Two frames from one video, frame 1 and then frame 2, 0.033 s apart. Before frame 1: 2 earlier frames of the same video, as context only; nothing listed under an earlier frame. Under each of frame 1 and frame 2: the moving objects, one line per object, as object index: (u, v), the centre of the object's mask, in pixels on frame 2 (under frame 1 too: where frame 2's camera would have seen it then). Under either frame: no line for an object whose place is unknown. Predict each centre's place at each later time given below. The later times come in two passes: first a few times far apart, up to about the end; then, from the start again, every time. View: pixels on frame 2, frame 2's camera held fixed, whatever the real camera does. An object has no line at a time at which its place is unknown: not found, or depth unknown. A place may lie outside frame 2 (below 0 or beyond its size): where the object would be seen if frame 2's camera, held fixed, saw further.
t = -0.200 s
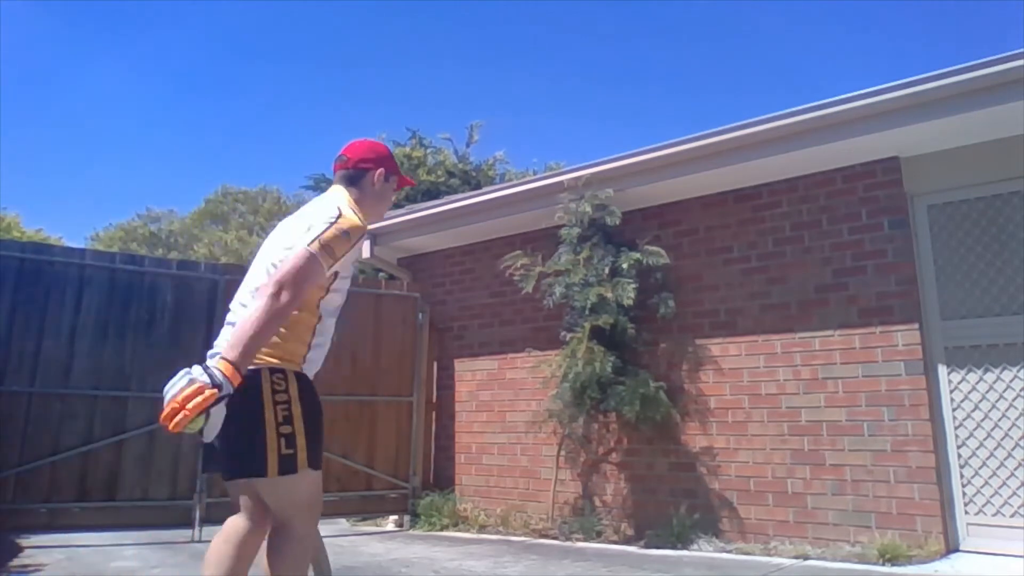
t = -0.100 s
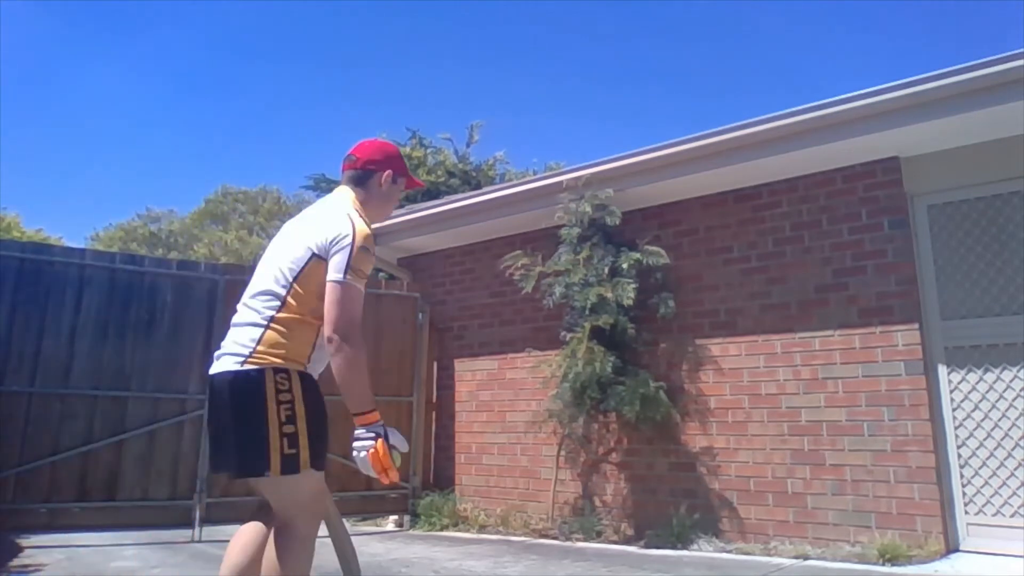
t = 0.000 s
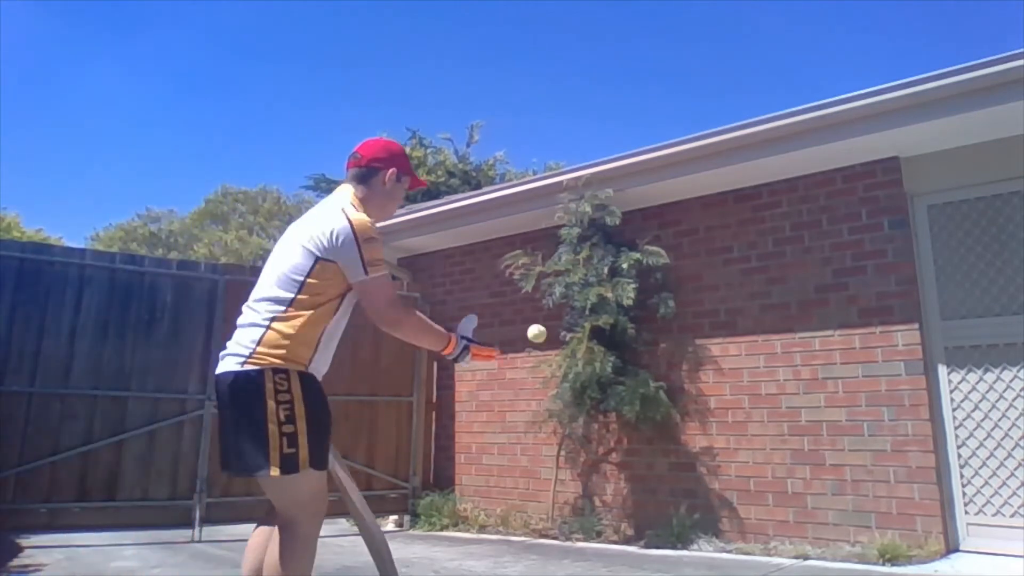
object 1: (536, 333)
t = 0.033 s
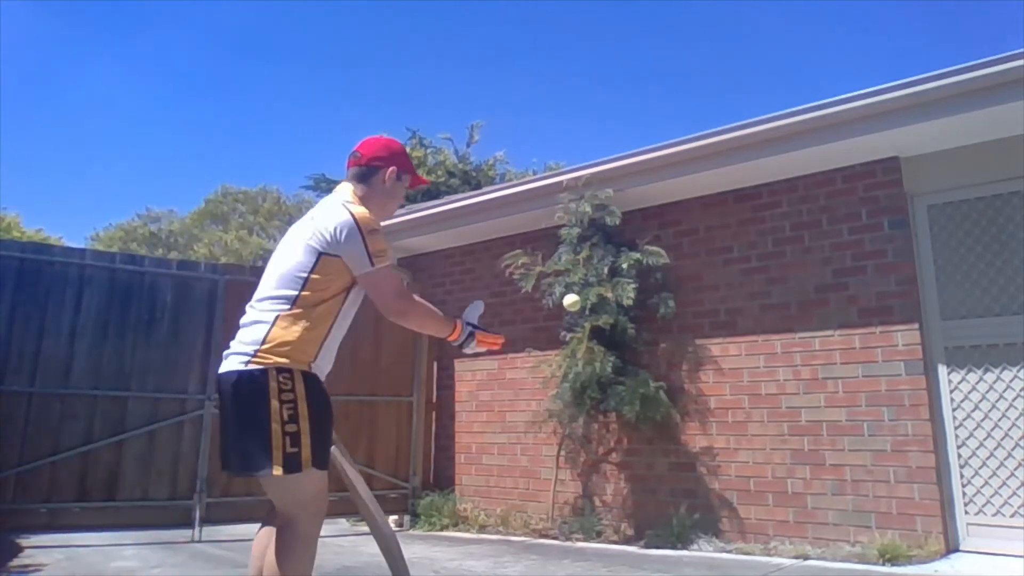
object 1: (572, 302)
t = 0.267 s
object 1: (735, 211)
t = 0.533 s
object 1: (782, 209)
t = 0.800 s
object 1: (705, 261)
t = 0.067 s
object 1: (603, 277)
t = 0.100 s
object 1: (630, 257)
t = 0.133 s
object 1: (655, 241)
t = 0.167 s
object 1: (678, 229)
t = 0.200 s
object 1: (699, 220)
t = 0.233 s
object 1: (718, 214)
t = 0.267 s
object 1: (735, 211)
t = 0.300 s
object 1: (752, 209)
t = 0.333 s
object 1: (767, 210)
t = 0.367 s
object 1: (781, 212)
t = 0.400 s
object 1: (795, 216)
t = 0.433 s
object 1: (807, 221)
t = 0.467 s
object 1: (800, 216)
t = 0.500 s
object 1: (791, 212)
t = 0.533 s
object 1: (782, 209)
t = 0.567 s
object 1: (774, 208)
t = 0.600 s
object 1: (765, 209)
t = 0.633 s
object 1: (756, 212)
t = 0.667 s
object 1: (746, 217)
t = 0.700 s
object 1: (737, 224)
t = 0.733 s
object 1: (727, 233)
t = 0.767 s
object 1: (716, 246)
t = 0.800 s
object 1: (705, 261)
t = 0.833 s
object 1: (693, 279)
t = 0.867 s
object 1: (682, 301)
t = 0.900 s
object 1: (669, 327)
